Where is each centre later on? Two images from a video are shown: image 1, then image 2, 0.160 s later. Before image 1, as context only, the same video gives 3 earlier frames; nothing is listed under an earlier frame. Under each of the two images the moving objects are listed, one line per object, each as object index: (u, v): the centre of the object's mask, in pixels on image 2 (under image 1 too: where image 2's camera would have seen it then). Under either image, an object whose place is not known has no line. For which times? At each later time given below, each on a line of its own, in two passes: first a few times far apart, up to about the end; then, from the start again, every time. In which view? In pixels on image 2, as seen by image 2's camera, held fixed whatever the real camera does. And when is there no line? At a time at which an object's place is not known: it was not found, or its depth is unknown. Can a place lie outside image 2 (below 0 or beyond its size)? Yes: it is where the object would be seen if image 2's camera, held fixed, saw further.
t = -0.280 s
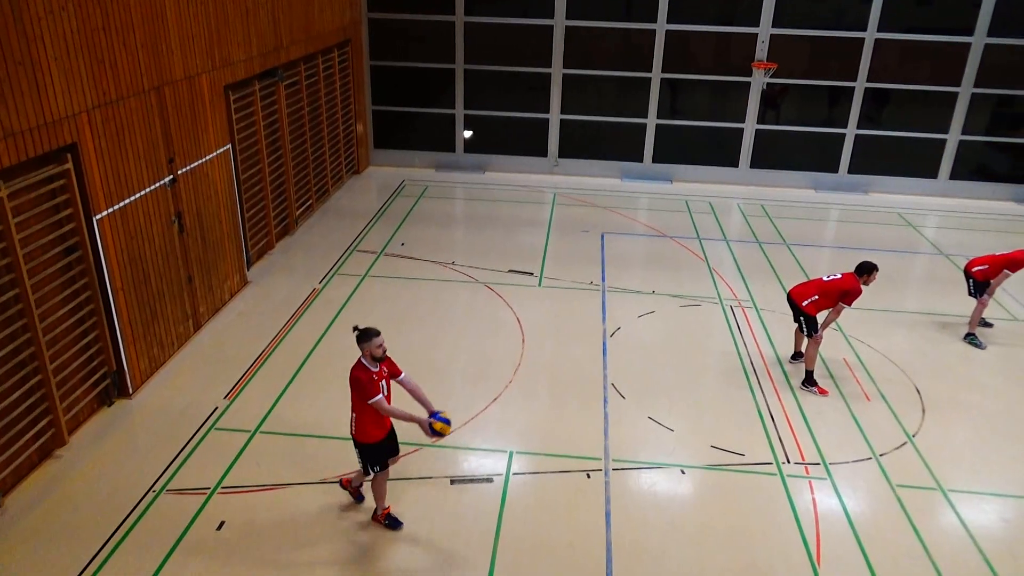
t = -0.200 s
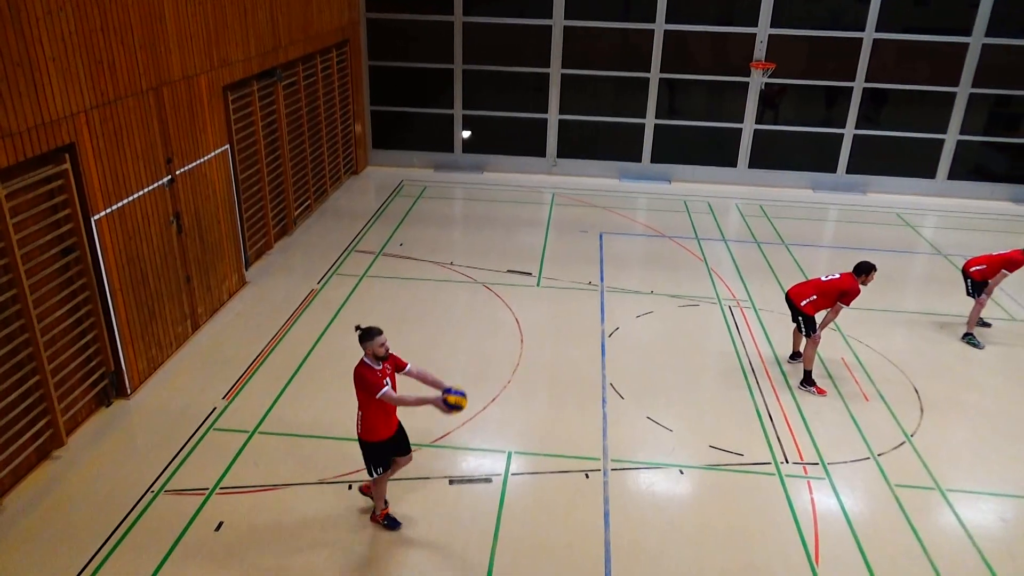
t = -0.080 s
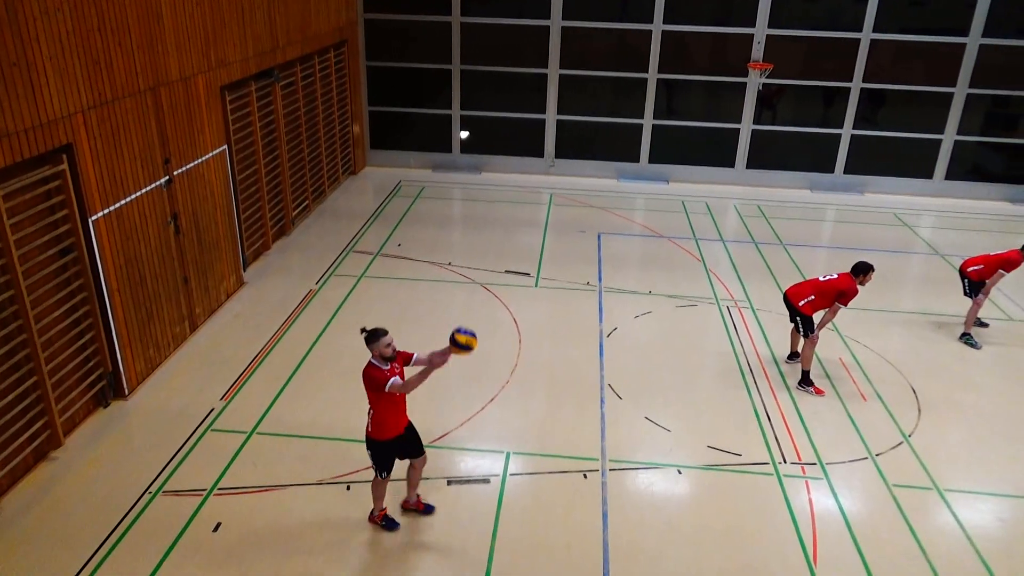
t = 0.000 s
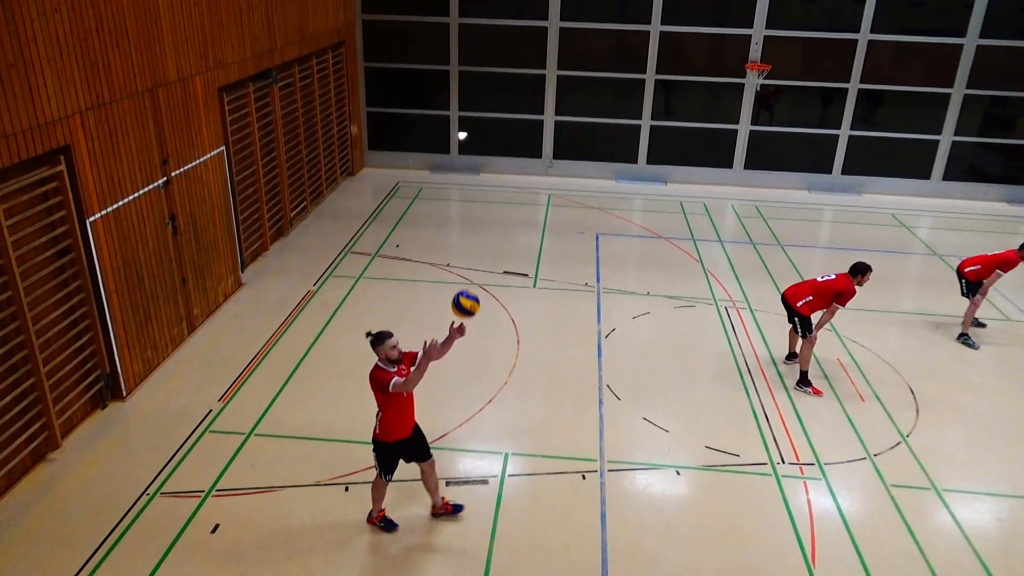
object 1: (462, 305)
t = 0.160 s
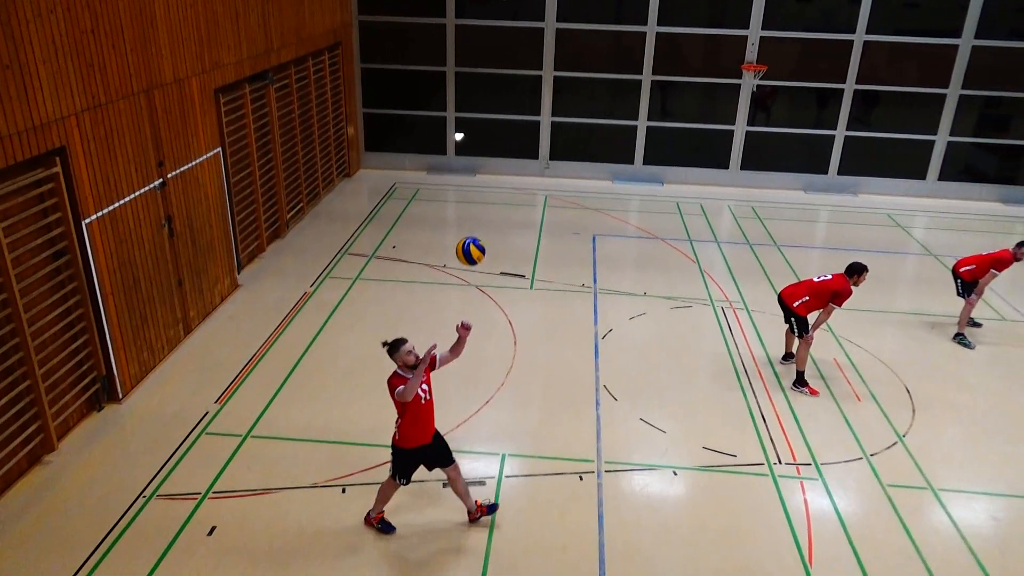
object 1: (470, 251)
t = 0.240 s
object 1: (475, 235)
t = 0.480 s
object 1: (487, 238)
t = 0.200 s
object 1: (473, 242)
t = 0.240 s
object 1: (475, 235)
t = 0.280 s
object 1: (477, 231)
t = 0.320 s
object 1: (479, 228)
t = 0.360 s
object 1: (481, 227)
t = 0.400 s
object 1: (483, 229)
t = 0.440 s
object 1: (485, 232)
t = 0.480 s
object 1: (487, 238)
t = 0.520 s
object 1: (488, 246)
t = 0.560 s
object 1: (490, 255)
